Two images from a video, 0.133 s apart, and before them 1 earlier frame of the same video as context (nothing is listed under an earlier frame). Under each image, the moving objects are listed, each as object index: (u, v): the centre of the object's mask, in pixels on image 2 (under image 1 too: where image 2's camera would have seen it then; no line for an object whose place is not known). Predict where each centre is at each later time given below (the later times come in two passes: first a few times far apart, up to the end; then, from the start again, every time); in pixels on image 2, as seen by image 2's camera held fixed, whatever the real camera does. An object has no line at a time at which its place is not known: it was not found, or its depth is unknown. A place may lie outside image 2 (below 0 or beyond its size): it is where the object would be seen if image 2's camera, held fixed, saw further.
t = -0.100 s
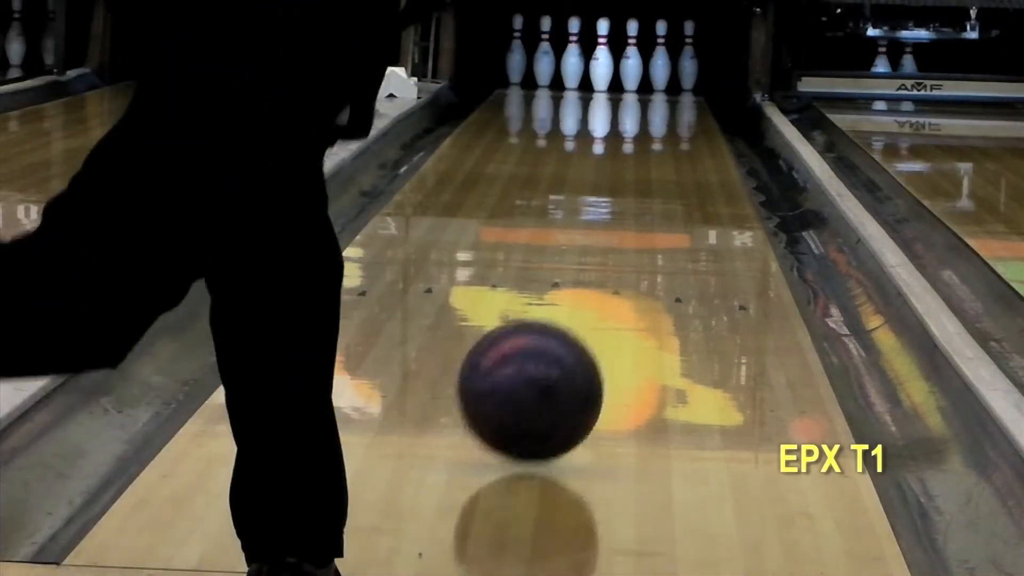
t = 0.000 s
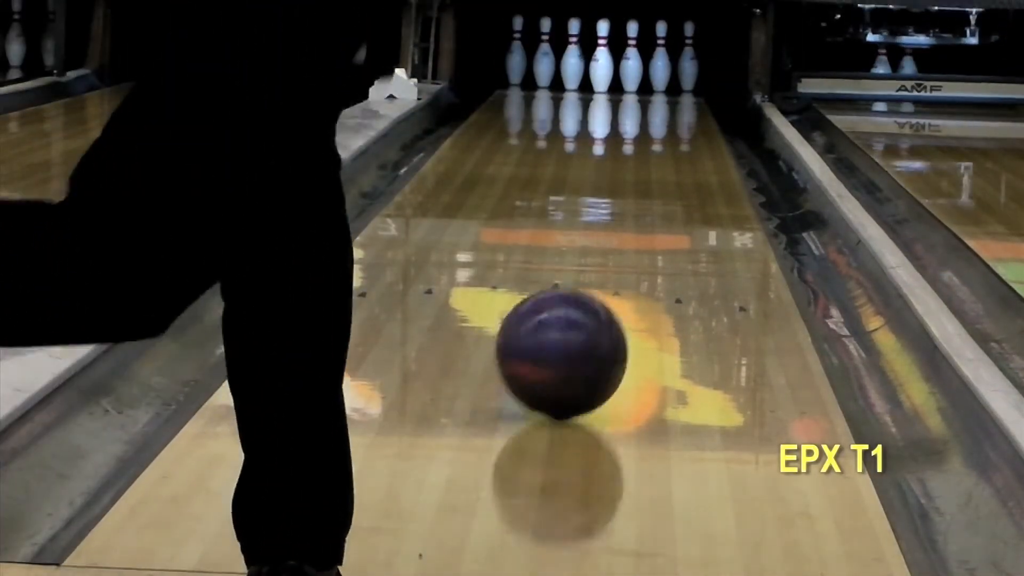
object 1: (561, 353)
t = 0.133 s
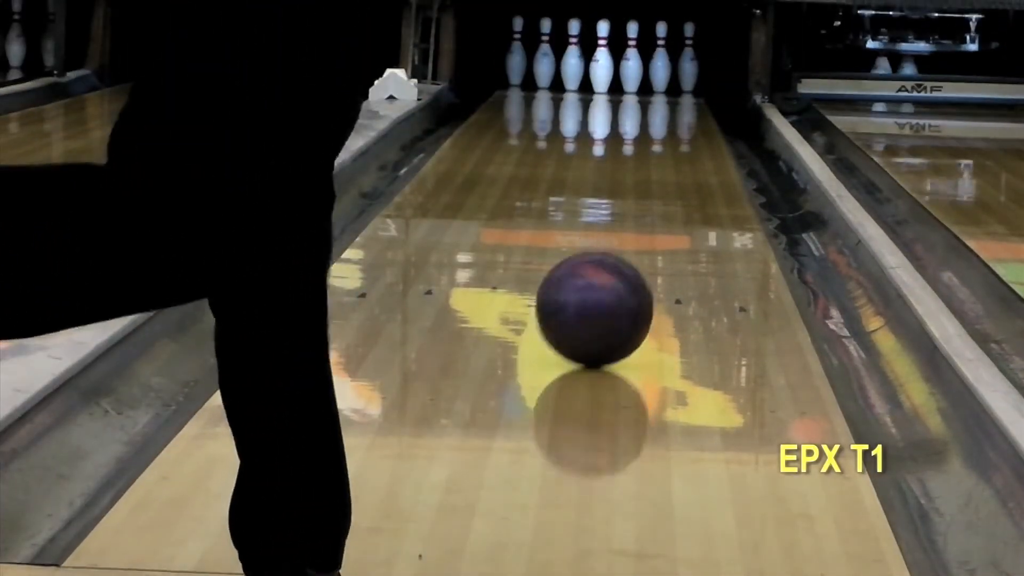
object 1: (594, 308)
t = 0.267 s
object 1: (620, 272)
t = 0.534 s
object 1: (655, 220)
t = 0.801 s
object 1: (677, 180)
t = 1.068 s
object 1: (689, 152)
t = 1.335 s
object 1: (692, 129)
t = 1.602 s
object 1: (687, 112)
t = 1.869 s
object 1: (674, 99)
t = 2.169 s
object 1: (650, 87)
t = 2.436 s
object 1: (625, 77)
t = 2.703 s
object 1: (617, 73)
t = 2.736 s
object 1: (616, 75)
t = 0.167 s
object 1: (601, 298)
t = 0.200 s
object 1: (608, 289)
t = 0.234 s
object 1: (614, 280)
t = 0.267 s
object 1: (620, 272)
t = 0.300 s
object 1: (625, 264)
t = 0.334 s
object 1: (630, 257)
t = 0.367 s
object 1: (635, 249)
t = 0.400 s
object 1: (639, 243)
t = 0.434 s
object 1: (643, 237)
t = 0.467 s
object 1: (647, 231)
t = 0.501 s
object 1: (651, 225)
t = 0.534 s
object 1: (655, 220)
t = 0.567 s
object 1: (658, 214)
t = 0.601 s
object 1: (662, 208)
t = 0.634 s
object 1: (665, 203)
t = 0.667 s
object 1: (668, 198)
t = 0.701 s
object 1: (670, 193)
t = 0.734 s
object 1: (672, 189)
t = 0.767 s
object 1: (675, 185)
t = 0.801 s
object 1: (677, 180)
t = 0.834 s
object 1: (679, 176)
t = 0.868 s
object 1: (681, 172)
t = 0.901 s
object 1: (683, 169)
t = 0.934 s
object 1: (684, 165)
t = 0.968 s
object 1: (686, 162)
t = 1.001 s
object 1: (687, 158)
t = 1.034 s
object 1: (688, 155)
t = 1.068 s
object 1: (689, 152)
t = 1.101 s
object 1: (690, 149)
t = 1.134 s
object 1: (691, 145)
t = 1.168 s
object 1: (691, 142)
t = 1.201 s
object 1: (692, 140)
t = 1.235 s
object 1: (692, 137)
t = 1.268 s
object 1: (692, 134)
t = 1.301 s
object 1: (692, 131)
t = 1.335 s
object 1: (692, 129)
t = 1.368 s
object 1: (692, 126)
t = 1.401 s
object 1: (692, 124)
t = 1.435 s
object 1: (691, 121)
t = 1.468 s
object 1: (690, 119)
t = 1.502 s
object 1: (689, 117)
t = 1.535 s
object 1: (689, 116)
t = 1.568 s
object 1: (688, 114)
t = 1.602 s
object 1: (687, 112)
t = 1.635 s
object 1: (685, 110)
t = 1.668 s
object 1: (684, 108)
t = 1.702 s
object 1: (683, 107)
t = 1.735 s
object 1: (681, 105)
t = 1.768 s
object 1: (680, 104)
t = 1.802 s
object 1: (678, 102)
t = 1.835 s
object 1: (676, 101)
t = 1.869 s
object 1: (674, 99)
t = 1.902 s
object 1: (672, 98)
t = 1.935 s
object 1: (670, 96)
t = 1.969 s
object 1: (669, 95)
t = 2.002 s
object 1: (666, 93)
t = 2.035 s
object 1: (663, 92)
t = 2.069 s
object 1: (660, 91)
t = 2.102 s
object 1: (658, 90)
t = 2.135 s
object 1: (654, 88)
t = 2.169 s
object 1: (650, 87)
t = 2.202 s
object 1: (648, 86)
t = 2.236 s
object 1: (645, 84)
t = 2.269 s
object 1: (642, 83)
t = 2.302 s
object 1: (639, 82)
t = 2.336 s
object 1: (636, 81)
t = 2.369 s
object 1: (633, 81)
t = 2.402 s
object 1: (630, 80)
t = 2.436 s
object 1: (625, 77)
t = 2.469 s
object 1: (623, 76)
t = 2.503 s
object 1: (621, 75)
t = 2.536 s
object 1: (617, 74)
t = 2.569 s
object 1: (619, 74)
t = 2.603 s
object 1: (619, 73)
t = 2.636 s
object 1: (619, 73)
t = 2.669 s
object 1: (618, 73)
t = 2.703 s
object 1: (617, 73)
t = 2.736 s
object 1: (616, 75)
